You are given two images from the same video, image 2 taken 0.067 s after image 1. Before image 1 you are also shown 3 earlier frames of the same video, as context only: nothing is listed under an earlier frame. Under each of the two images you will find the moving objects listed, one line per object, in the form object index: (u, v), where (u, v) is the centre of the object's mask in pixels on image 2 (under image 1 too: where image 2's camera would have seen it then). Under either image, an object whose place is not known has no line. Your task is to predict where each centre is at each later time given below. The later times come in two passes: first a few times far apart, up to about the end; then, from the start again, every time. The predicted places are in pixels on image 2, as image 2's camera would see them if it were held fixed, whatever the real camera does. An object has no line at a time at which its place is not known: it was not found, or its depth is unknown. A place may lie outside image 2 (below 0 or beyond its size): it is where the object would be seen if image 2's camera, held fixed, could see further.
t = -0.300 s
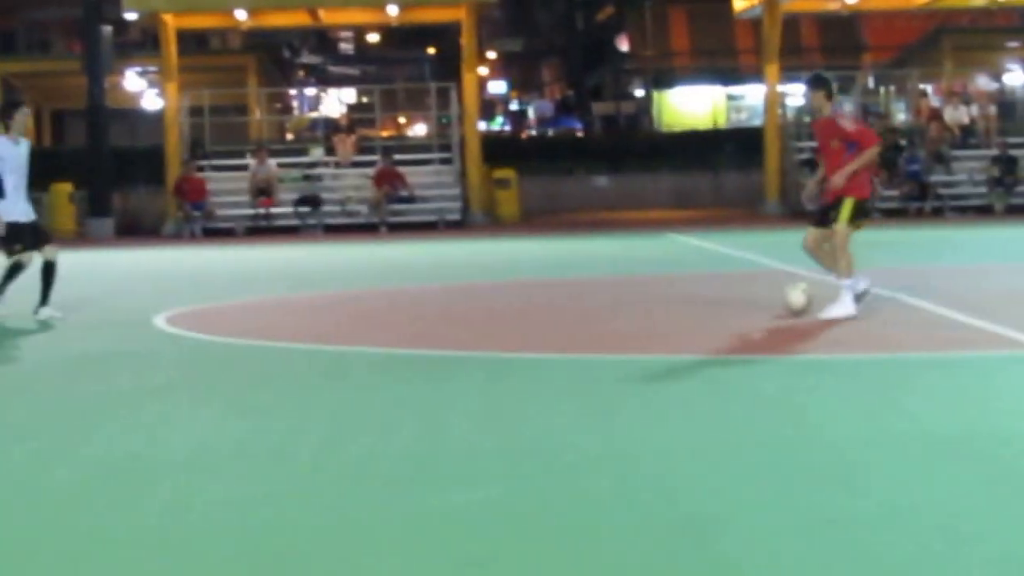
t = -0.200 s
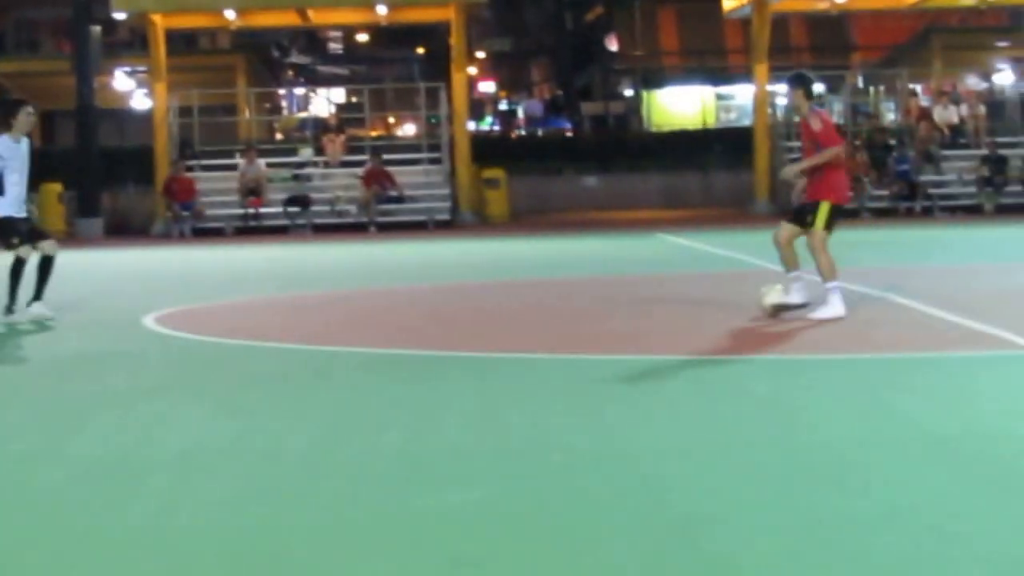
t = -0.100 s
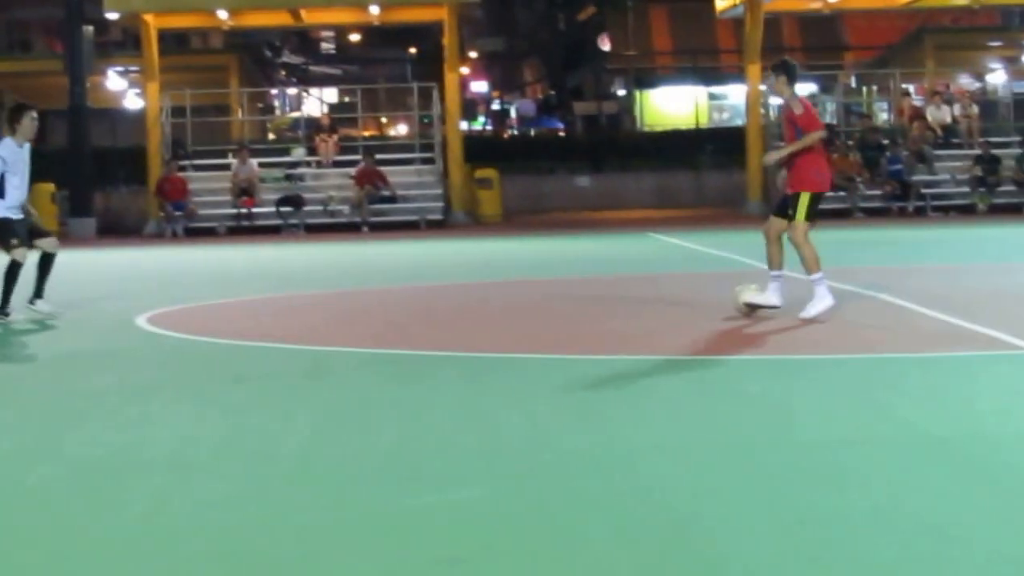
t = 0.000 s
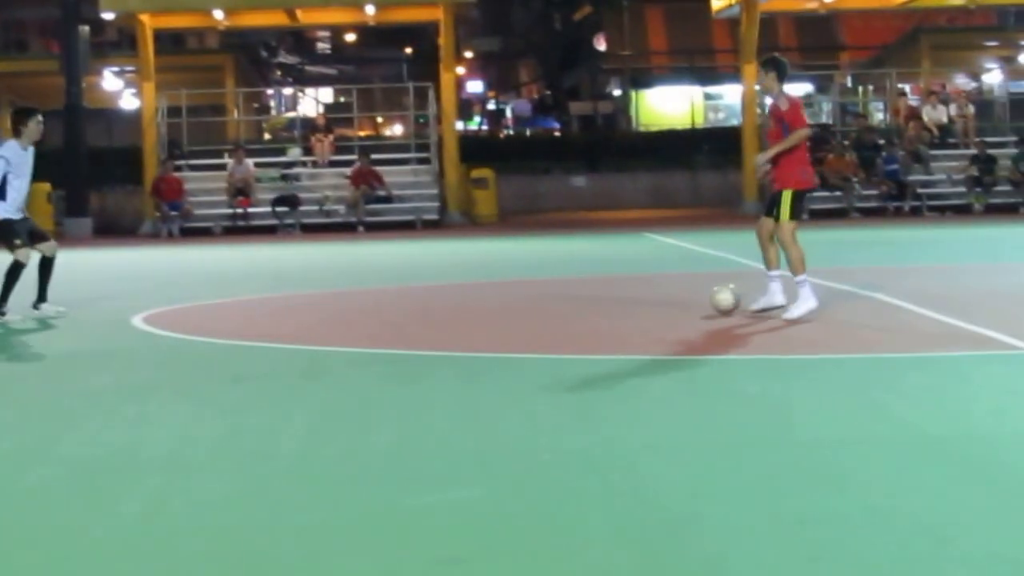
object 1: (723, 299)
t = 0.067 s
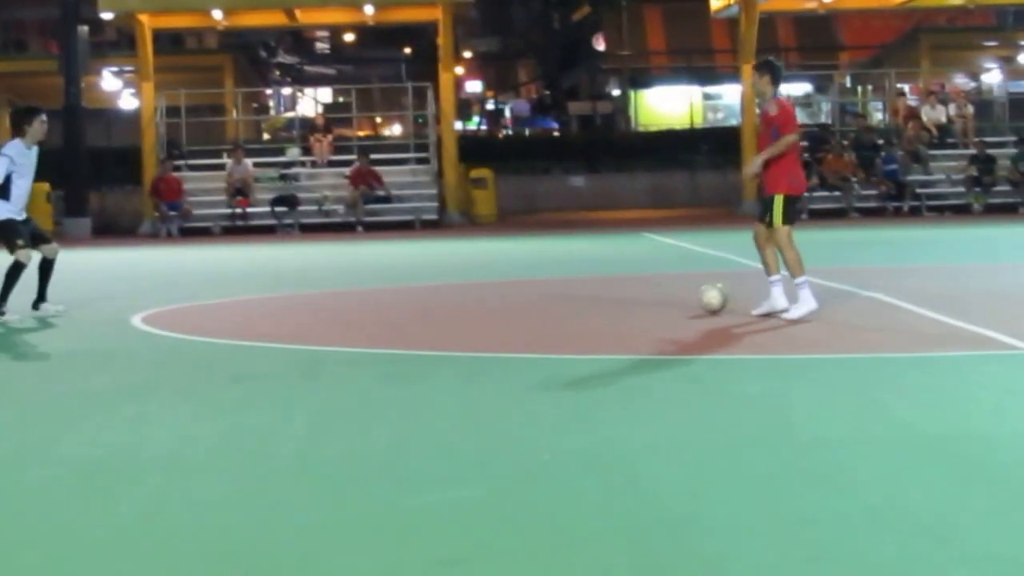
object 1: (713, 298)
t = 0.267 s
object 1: (679, 297)
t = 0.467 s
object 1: (645, 296)
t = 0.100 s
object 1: (706, 298)
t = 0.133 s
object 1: (701, 297)
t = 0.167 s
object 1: (696, 297)
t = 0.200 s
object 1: (690, 297)
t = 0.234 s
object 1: (684, 297)
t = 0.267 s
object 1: (679, 297)
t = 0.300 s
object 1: (674, 297)
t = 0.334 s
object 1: (669, 297)
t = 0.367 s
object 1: (663, 297)
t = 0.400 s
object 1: (656, 297)
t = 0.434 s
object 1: (651, 297)
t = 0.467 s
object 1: (645, 296)
